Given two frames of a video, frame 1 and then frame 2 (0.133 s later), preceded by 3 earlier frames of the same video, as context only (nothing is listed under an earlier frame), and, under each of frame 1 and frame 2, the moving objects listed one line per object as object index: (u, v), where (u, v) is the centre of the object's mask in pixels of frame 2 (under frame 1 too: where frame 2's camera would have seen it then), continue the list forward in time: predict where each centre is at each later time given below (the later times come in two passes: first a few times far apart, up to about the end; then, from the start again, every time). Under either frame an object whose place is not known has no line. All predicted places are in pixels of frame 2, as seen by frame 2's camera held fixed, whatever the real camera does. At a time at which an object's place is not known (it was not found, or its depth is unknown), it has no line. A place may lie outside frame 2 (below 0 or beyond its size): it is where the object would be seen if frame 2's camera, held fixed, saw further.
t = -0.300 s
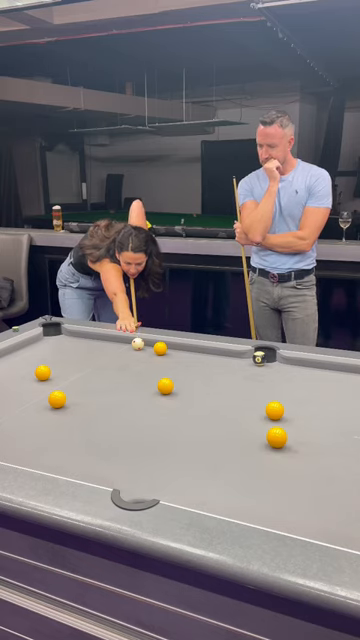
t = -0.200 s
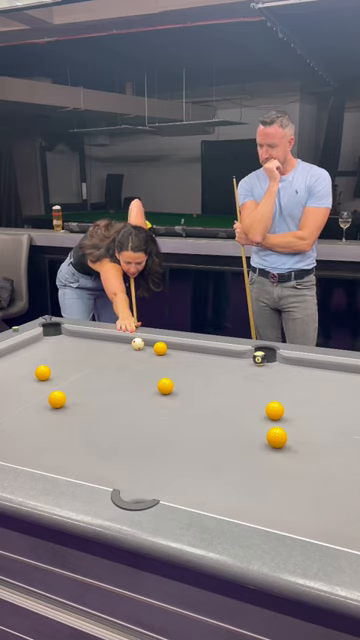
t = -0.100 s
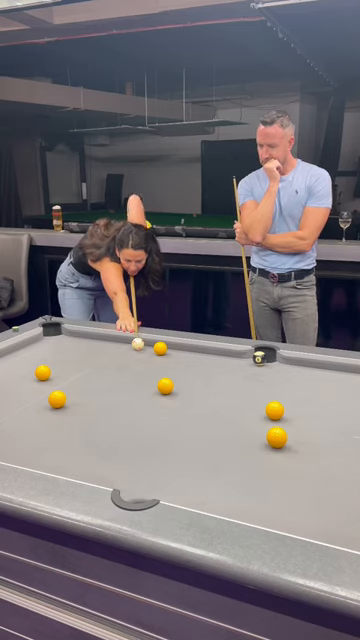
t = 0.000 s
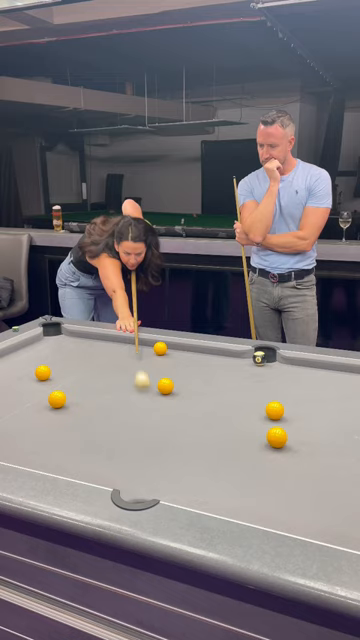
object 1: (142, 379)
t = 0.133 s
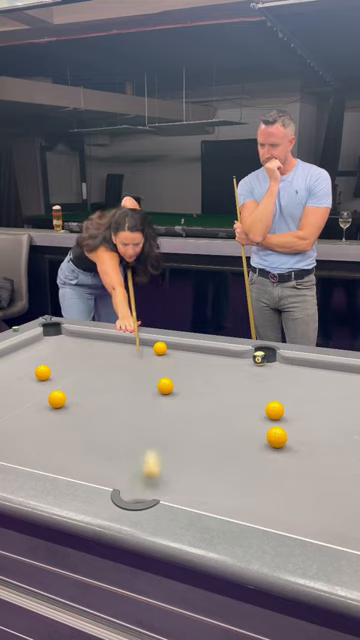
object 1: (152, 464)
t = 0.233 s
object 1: (140, 465)
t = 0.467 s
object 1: (181, 414)
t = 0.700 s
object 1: (207, 385)
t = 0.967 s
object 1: (230, 372)
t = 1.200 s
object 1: (249, 365)
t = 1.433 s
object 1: (262, 364)
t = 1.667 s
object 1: (272, 363)
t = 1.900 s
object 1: (280, 364)
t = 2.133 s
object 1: (288, 364)
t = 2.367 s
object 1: (294, 364)
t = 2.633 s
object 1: (299, 365)
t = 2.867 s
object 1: (302, 365)
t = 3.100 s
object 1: (304, 365)
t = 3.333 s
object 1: (303, 365)
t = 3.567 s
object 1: (304, 365)
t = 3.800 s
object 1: (303, 365)
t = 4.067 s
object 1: (303, 365)
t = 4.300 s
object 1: (303, 365)
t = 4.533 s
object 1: (304, 365)
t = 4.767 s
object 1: (303, 365)
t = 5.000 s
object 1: (303, 365)
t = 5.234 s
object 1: (303, 365)
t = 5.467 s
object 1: (303, 365)
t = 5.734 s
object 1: (303, 365)
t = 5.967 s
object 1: (303, 365)
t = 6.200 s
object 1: (303, 365)
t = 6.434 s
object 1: (303, 365)
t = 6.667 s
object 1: (303, 365)
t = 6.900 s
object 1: (303, 365)
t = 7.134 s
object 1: (303, 365)
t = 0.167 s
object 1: (149, 491)
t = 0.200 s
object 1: (132, 481)
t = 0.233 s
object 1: (140, 465)
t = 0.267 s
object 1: (147, 456)
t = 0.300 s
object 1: (154, 451)
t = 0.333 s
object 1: (160, 441)
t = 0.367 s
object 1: (166, 435)
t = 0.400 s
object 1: (171, 427)
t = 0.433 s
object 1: (176, 420)
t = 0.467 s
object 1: (181, 414)
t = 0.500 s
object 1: (186, 409)
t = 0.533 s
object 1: (190, 404)
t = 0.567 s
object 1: (193, 399)
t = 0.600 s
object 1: (197, 395)
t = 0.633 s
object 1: (200, 392)
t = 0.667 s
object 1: (204, 388)
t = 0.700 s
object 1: (207, 385)
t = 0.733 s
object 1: (210, 383)
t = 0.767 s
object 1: (213, 381)
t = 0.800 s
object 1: (216, 379)
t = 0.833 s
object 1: (219, 377)
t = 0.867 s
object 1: (222, 375)
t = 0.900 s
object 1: (225, 374)
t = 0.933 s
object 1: (228, 373)
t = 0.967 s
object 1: (230, 372)
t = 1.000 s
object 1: (233, 371)
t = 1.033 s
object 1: (236, 370)
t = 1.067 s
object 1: (238, 369)
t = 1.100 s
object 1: (241, 368)
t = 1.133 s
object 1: (244, 367)
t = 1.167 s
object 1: (246, 366)
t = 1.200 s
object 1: (249, 365)
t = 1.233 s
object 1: (251, 365)
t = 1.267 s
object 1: (253, 363)
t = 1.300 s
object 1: (255, 363)
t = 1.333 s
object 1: (257, 363)
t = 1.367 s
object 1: (259, 364)
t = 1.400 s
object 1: (260, 363)
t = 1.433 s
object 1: (262, 364)
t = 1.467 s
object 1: (263, 364)
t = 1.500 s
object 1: (265, 364)
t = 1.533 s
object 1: (266, 364)
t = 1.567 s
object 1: (268, 363)
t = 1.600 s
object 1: (269, 364)
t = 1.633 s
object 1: (271, 364)
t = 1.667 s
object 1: (272, 363)
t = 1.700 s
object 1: (273, 364)
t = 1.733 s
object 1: (274, 364)
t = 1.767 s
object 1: (276, 364)
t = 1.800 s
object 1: (277, 364)
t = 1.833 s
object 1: (278, 364)
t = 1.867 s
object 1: (280, 364)
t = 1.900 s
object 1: (280, 364)
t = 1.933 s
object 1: (281, 364)
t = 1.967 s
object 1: (282, 364)
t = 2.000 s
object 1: (283, 364)
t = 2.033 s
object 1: (285, 364)
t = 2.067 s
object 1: (286, 364)
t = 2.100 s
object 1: (287, 364)
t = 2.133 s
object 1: (288, 364)
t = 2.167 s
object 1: (289, 364)
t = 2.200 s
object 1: (289, 364)
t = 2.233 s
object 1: (290, 364)
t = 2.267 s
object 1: (291, 364)
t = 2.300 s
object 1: (292, 364)
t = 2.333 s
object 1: (293, 364)
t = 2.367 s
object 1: (294, 364)
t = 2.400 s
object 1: (295, 364)
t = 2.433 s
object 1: (295, 364)
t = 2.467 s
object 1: (296, 364)
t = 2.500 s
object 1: (296, 364)
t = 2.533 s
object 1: (297, 364)
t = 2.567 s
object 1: (298, 364)
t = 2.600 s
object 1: (298, 364)
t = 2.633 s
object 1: (299, 365)
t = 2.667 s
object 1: (299, 365)
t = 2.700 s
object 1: (300, 365)
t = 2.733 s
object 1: (300, 365)
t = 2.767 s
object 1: (301, 365)
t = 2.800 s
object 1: (301, 365)
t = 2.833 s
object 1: (302, 365)
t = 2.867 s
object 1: (302, 365)
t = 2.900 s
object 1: (302, 365)
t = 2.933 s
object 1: (302, 365)
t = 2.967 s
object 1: (303, 365)
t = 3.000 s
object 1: (303, 365)
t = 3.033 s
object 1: (303, 365)
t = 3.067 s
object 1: (303, 365)
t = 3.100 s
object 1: (304, 365)
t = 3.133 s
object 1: (304, 365)
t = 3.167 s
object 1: (304, 365)
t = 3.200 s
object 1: (304, 365)
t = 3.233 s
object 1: (304, 365)
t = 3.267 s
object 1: (304, 365)
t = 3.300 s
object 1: (303, 365)
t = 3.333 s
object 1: (303, 365)
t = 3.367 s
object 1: (304, 365)
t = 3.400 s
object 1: (303, 365)
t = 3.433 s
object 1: (303, 365)
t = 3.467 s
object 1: (303, 365)
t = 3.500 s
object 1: (303, 365)
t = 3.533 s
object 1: (304, 365)
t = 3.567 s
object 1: (304, 365)
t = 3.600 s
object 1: (303, 365)
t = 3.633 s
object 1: (304, 365)
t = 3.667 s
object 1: (303, 365)
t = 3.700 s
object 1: (304, 365)
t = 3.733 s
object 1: (304, 365)
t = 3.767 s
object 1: (304, 365)
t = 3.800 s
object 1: (303, 365)
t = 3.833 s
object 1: (303, 365)
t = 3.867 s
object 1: (303, 365)
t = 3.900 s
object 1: (304, 365)
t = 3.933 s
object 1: (303, 365)
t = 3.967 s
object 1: (304, 365)
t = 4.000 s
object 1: (304, 365)
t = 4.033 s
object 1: (303, 365)
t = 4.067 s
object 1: (303, 365)
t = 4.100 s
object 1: (303, 365)
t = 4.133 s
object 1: (304, 365)
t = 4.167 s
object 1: (303, 365)
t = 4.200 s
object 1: (303, 365)
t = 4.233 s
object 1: (304, 365)
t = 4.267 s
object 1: (303, 365)
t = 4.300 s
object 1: (303, 365)
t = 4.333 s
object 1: (303, 365)
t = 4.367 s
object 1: (303, 365)
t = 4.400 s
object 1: (304, 365)
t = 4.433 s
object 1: (303, 365)
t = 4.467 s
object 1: (303, 365)
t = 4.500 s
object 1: (304, 365)
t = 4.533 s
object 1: (304, 365)
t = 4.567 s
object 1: (304, 365)
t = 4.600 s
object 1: (303, 365)
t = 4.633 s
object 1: (303, 365)
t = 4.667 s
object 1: (303, 365)
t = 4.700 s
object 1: (303, 365)
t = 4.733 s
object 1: (304, 365)
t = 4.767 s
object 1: (303, 365)
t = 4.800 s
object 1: (303, 365)
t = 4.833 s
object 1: (303, 365)
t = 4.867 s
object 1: (304, 365)
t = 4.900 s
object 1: (304, 365)
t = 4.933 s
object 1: (303, 365)
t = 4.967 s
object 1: (303, 365)
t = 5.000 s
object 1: (303, 365)
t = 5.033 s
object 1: (303, 365)
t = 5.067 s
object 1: (303, 365)
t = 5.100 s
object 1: (303, 365)
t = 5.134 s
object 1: (303, 365)
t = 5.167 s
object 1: (303, 365)
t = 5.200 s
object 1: (303, 365)
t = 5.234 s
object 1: (303, 365)
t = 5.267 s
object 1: (303, 365)
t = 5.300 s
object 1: (303, 365)
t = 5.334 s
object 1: (303, 365)
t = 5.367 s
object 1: (303, 365)
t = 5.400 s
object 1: (303, 365)
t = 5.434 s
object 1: (303, 365)
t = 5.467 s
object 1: (303, 365)
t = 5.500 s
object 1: (303, 365)
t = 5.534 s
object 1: (303, 365)
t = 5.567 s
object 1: (303, 365)
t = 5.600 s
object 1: (303, 365)
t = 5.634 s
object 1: (303, 365)
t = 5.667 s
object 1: (303, 365)
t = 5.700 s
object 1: (303, 365)
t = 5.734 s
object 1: (303, 365)
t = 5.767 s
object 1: (303, 365)
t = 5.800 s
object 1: (303, 365)
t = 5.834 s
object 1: (303, 365)
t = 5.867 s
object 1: (303, 365)
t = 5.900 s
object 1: (304, 365)
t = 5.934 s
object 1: (303, 365)
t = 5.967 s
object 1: (303, 365)
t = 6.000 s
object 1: (303, 365)
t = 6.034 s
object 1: (303, 365)
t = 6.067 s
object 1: (303, 365)
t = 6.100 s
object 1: (303, 365)
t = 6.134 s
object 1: (303, 365)
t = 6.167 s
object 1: (303, 365)
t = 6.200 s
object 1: (303, 365)
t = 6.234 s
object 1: (303, 365)
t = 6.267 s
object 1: (303, 365)
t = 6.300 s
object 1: (303, 365)
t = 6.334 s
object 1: (303, 365)
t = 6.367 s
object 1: (303, 365)
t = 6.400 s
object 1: (303, 365)
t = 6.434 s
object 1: (303, 365)
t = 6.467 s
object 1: (303, 365)
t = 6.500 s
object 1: (303, 365)
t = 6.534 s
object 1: (303, 365)
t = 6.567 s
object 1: (303, 365)
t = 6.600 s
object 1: (303, 365)
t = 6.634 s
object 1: (303, 365)
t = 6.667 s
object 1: (303, 365)
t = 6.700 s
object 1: (303, 365)
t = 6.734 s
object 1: (303, 365)
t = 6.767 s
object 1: (303, 365)
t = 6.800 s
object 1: (303, 365)
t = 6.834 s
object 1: (303, 365)
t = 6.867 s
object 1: (303, 365)
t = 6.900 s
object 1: (303, 365)
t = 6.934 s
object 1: (303, 365)
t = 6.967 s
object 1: (303, 365)
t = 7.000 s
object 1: (303, 365)
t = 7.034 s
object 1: (303, 365)
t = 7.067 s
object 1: (303, 365)
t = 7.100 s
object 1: (303, 365)
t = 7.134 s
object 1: (303, 365)
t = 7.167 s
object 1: (303, 365)
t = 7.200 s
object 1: (303, 365)
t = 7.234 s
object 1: (303, 365)
